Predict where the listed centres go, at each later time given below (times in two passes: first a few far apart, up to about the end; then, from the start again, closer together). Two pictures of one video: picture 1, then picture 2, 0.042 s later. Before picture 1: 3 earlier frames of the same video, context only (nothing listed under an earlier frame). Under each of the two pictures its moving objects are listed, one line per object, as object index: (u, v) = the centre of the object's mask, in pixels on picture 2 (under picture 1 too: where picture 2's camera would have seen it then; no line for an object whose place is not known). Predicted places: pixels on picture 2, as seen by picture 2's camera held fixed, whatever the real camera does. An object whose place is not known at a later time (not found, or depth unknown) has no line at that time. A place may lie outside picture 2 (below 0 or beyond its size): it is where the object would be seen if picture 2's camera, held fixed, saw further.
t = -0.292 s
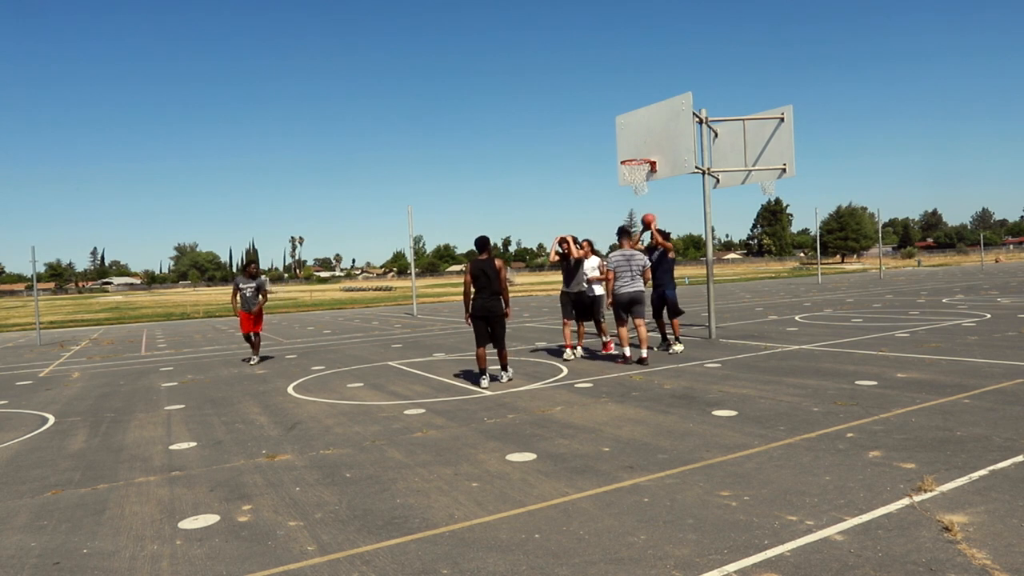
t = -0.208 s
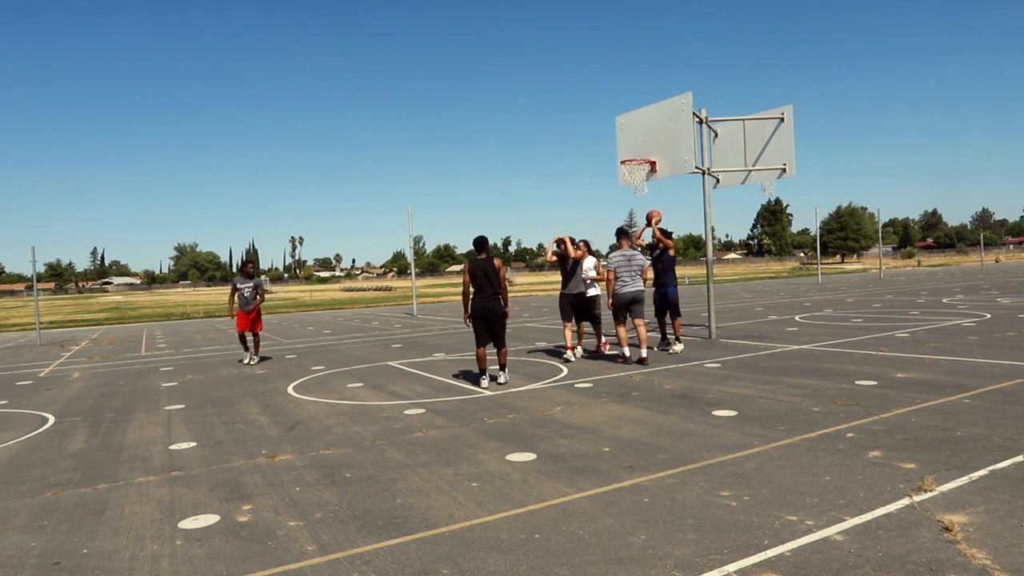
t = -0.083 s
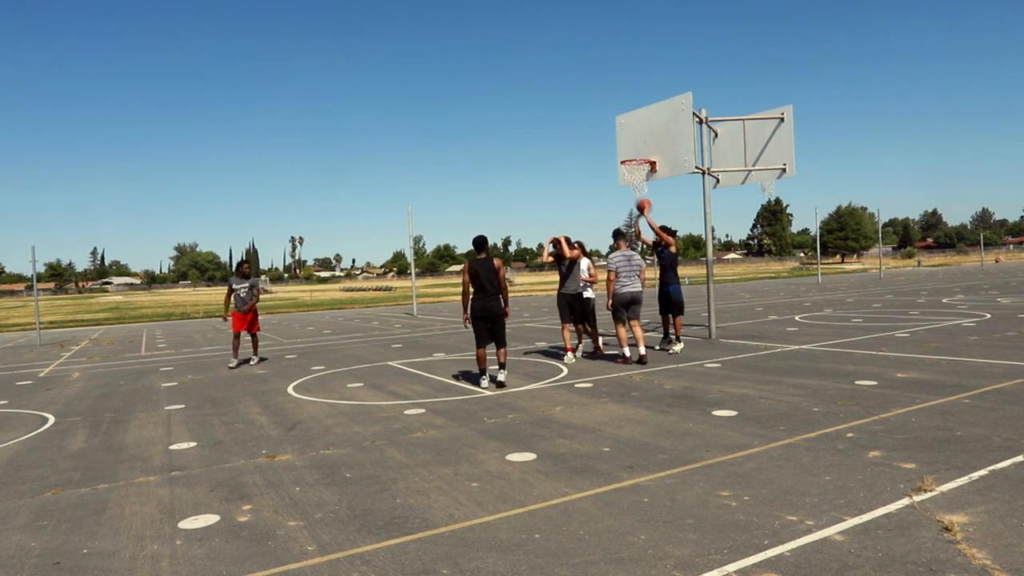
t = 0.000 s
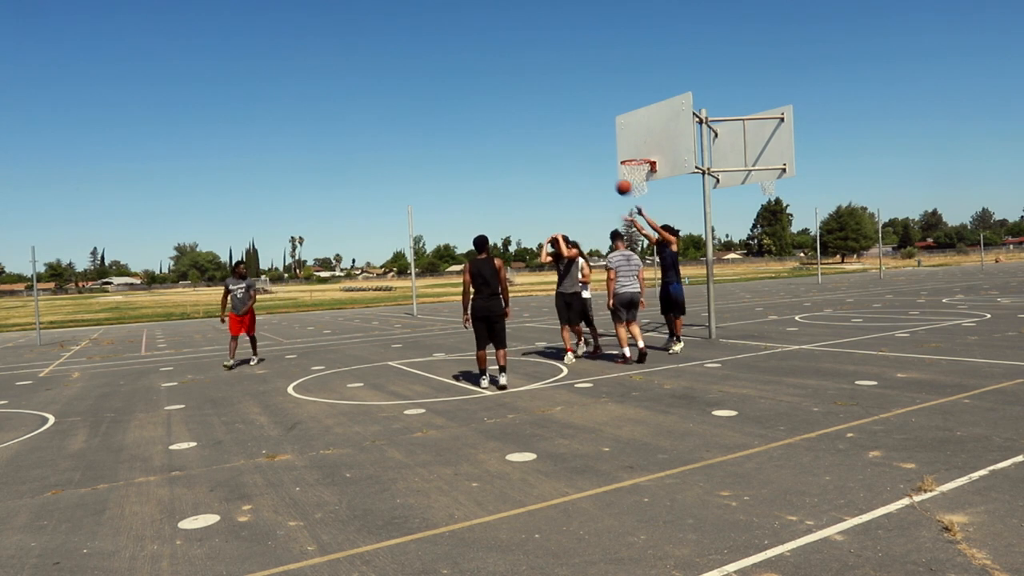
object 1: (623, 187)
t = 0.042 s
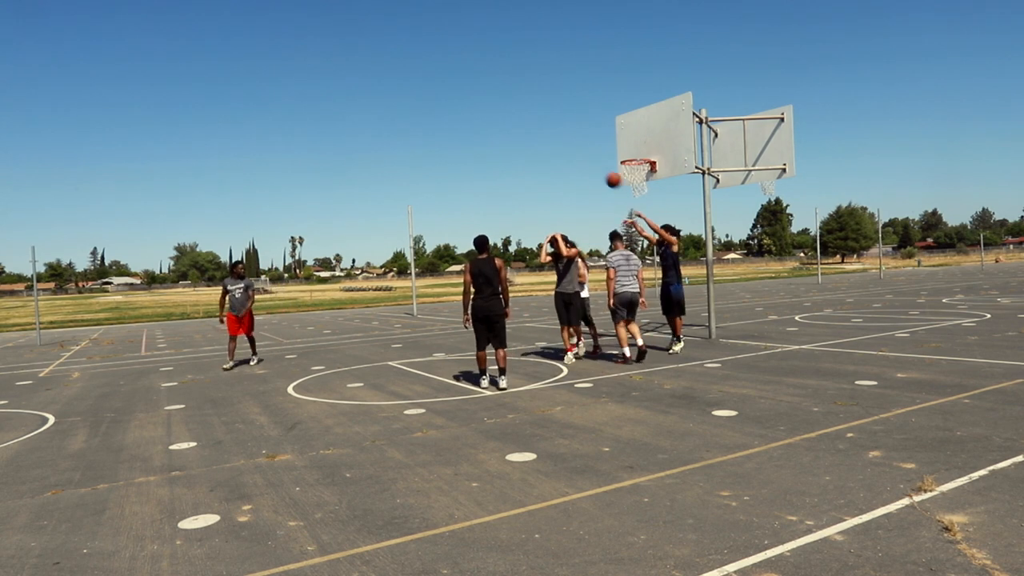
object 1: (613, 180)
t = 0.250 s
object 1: (563, 158)
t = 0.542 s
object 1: (492, 176)
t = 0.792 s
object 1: (432, 239)
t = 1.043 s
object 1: (373, 350)
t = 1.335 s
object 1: (332, 291)
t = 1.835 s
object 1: (277, 269)
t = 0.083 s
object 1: (603, 173)
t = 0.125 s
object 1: (593, 168)
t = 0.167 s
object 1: (583, 163)
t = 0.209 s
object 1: (573, 160)
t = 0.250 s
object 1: (563, 158)
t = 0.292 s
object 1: (553, 157)
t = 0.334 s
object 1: (543, 157)
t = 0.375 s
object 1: (533, 159)
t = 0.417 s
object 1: (523, 161)
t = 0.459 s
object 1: (512, 165)
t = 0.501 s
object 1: (502, 170)
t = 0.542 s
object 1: (492, 176)
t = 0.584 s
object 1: (482, 184)
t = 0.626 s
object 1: (472, 192)
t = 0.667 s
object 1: (462, 202)
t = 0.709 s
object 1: (452, 213)
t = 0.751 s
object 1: (442, 226)
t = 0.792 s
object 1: (432, 239)
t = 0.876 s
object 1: (413, 271)
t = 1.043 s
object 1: (373, 350)
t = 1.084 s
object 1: (364, 370)
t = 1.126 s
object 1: (358, 354)
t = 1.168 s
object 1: (353, 340)
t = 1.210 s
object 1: (348, 326)
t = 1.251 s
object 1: (342, 313)
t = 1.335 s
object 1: (332, 291)
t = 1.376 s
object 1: (327, 283)
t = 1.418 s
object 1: (322, 275)
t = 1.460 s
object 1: (317, 269)
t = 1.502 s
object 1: (313, 264)
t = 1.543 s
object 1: (308, 260)
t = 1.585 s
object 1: (303, 257)
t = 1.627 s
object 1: (298, 256)
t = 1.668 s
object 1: (294, 256)
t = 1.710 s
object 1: (289, 258)
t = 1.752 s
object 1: (285, 260)
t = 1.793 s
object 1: (281, 264)
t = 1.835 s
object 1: (277, 269)
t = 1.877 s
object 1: (273, 276)
